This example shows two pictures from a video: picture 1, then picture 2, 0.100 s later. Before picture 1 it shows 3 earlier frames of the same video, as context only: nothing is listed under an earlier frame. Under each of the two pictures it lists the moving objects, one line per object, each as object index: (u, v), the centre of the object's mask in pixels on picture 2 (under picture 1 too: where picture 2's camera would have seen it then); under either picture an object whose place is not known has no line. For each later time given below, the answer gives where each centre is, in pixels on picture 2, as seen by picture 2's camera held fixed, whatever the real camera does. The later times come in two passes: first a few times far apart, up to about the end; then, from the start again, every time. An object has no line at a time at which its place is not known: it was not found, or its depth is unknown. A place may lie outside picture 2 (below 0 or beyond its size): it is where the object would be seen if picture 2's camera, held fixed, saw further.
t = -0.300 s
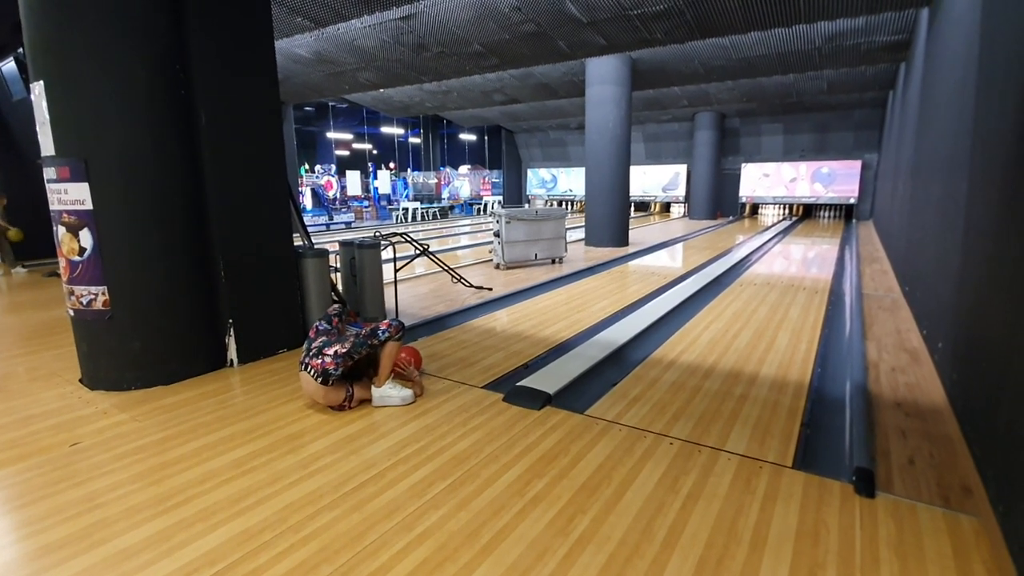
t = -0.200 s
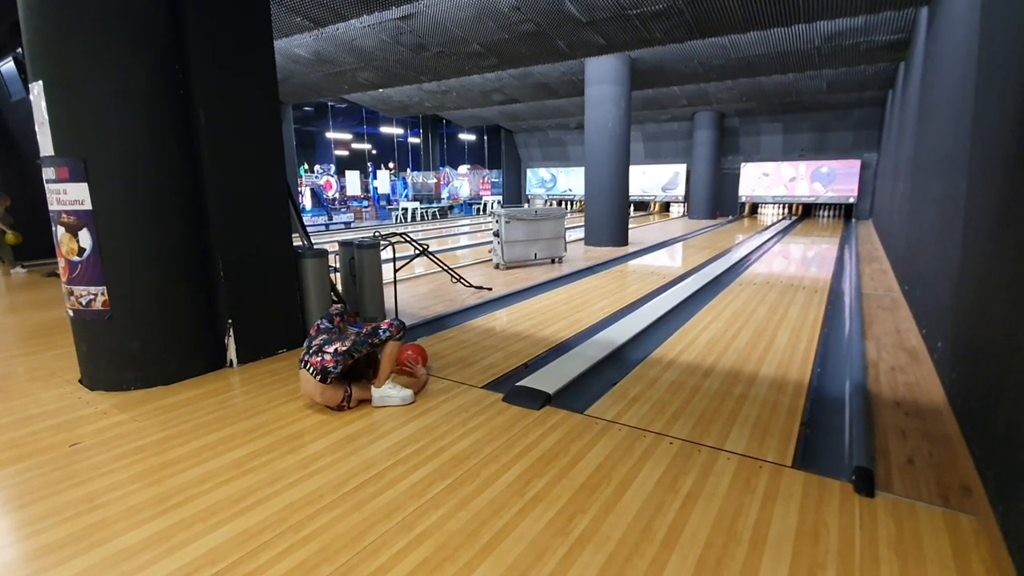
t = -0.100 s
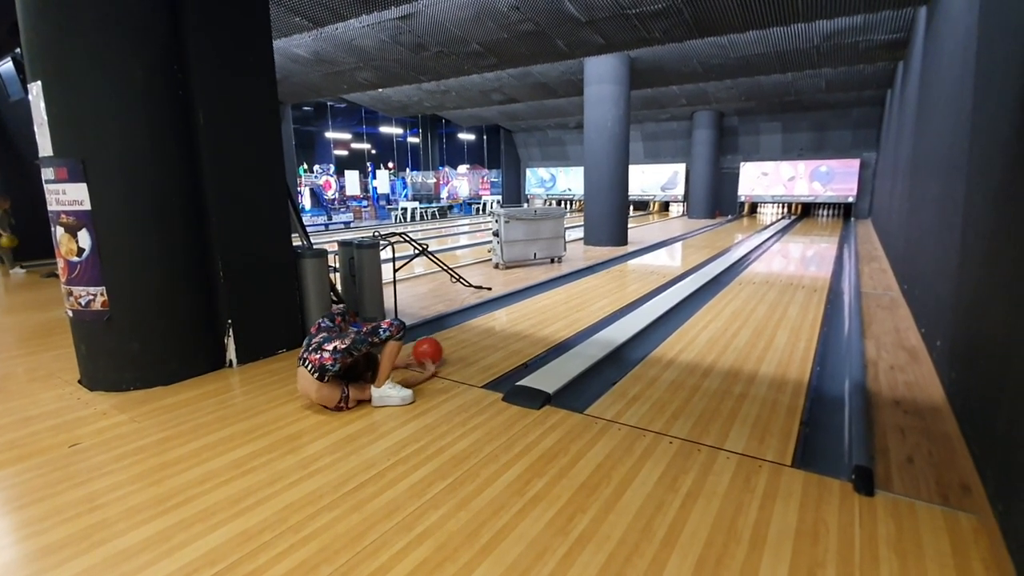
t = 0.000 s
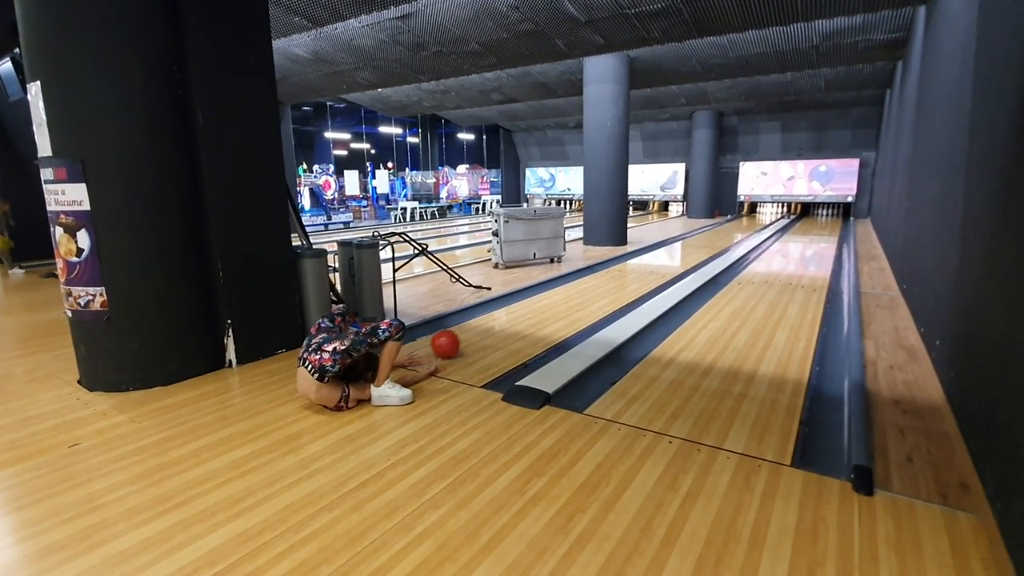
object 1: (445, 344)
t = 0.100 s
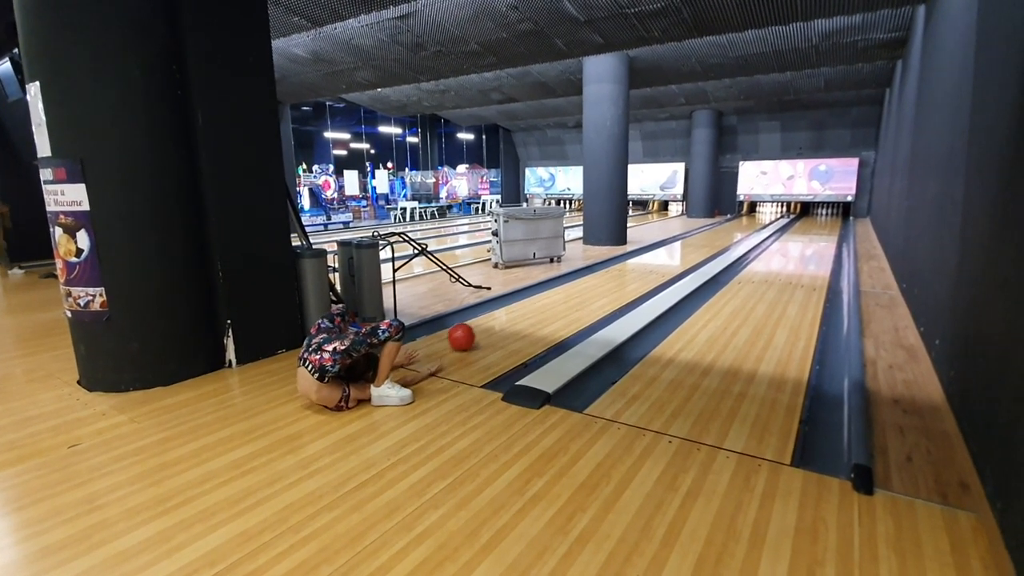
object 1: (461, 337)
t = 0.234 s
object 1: (480, 329)
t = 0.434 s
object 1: (505, 318)
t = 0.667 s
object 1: (528, 308)
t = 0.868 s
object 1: (545, 301)
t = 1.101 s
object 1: (561, 294)
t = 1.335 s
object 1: (575, 289)
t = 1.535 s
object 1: (585, 284)
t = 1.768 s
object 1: (596, 280)
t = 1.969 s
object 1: (605, 276)
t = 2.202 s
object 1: (614, 273)
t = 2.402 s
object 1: (622, 270)
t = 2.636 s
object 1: (630, 266)
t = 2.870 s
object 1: (638, 263)
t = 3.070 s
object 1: (644, 261)
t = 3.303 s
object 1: (650, 258)
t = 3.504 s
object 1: (656, 256)
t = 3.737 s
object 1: (662, 253)
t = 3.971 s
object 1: (667, 251)
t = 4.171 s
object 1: (672, 249)
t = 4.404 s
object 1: (676, 247)
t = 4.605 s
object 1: (681, 246)
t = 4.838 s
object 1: (685, 244)
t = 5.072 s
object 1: (689, 242)
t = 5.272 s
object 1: (692, 241)
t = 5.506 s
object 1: (697, 239)
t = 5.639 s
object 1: (699, 238)
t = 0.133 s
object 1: (466, 335)
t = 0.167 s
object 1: (471, 333)
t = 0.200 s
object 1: (475, 331)
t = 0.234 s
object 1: (480, 329)
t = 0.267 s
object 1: (485, 327)
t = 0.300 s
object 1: (488, 325)
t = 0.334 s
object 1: (493, 323)
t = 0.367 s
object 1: (497, 321)
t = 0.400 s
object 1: (501, 320)
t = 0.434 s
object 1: (505, 318)
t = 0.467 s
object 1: (508, 317)
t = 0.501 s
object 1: (512, 315)
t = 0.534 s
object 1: (515, 314)
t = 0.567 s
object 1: (519, 312)
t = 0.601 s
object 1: (522, 311)
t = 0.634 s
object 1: (525, 309)
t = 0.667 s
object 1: (528, 308)
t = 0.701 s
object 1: (531, 307)
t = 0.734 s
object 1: (534, 306)
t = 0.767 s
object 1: (537, 304)
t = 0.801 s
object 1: (539, 303)
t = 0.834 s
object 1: (542, 302)
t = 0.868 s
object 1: (545, 301)
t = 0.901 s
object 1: (547, 300)
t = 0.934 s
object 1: (550, 299)
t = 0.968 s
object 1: (552, 298)
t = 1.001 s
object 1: (555, 297)
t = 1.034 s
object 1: (557, 296)
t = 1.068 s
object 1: (559, 295)
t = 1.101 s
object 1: (561, 294)
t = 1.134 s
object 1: (564, 293)
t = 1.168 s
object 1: (565, 293)
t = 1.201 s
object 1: (567, 292)
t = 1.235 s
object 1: (569, 291)
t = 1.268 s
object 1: (571, 290)
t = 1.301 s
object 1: (573, 290)
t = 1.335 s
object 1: (575, 289)
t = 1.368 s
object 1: (577, 288)
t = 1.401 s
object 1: (579, 287)
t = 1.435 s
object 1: (580, 287)
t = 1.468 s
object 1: (582, 286)
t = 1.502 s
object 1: (584, 285)
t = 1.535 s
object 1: (585, 284)
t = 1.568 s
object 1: (587, 284)
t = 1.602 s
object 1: (588, 283)
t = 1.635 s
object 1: (590, 283)
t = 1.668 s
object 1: (591, 282)
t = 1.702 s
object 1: (593, 281)
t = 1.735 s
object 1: (595, 281)
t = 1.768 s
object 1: (596, 280)
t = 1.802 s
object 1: (598, 280)
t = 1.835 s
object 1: (599, 279)
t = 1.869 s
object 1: (601, 278)
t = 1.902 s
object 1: (602, 278)
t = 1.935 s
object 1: (604, 277)
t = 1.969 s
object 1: (605, 276)
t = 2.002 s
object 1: (606, 276)
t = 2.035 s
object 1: (608, 276)
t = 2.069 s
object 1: (609, 275)
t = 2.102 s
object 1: (610, 274)
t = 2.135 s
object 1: (611, 274)
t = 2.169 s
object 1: (613, 273)
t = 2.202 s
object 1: (614, 273)
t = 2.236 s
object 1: (615, 272)
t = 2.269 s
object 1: (617, 271)
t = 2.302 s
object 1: (618, 271)
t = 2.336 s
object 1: (619, 271)
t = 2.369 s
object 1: (621, 270)
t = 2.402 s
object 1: (622, 270)
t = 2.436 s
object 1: (623, 269)
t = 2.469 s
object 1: (624, 269)
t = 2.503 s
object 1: (625, 268)
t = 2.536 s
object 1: (626, 268)
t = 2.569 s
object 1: (628, 267)
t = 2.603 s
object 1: (629, 267)
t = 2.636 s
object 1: (630, 266)
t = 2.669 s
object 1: (631, 266)
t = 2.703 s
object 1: (632, 266)
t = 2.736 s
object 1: (633, 265)
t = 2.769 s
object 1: (634, 265)
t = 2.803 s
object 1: (635, 264)
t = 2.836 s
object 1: (637, 264)
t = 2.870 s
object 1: (638, 263)
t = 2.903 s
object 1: (639, 263)
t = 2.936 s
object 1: (640, 262)
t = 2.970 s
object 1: (641, 262)
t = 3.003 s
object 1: (642, 261)
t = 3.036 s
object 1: (643, 261)
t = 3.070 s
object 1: (644, 261)
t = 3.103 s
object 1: (644, 260)
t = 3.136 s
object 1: (645, 260)
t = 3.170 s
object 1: (646, 260)
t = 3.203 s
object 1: (647, 259)
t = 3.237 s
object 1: (648, 259)
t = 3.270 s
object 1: (649, 259)
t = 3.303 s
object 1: (650, 258)
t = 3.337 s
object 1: (651, 258)
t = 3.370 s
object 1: (652, 257)
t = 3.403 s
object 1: (653, 257)
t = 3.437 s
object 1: (654, 257)
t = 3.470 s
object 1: (655, 256)
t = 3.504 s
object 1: (656, 256)
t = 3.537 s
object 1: (657, 255)
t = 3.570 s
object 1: (657, 255)
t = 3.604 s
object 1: (658, 255)
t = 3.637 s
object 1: (659, 254)
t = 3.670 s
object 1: (660, 254)
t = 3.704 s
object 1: (661, 254)
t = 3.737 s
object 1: (662, 253)
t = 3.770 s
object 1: (662, 253)
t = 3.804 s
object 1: (663, 253)
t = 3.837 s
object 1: (664, 252)
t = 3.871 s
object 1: (665, 252)
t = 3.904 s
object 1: (666, 252)
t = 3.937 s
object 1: (666, 252)
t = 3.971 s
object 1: (667, 251)
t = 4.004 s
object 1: (668, 251)
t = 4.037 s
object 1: (669, 250)
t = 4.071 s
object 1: (669, 250)
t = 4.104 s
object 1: (670, 250)
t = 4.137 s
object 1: (671, 249)
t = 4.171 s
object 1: (672, 249)
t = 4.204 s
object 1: (672, 249)
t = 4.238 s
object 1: (673, 249)
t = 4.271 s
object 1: (674, 248)
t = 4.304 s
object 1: (675, 248)
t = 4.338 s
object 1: (675, 248)
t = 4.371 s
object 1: (676, 248)
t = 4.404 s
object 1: (676, 247)
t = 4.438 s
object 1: (677, 247)
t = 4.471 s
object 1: (678, 247)
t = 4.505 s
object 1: (679, 246)
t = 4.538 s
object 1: (679, 246)
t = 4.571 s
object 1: (680, 246)
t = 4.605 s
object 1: (681, 246)
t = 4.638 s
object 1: (681, 246)
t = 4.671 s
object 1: (682, 245)
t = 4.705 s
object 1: (683, 245)
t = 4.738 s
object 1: (683, 245)
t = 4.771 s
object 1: (684, 245)
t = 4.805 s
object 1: (684, 244)
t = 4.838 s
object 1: (685, 244)
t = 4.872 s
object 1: (686, 244)
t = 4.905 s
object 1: (686, 243)
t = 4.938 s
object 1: (687, 243)
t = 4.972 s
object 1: (688, 243)
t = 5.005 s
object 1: (688, 243)
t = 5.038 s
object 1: (689, 242)
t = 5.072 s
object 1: (689, 242)
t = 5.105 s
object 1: (690, 242)
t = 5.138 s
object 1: (691, 242)
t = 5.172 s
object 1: (691, 241)
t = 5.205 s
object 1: (692, 241)
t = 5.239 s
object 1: (692, 241)
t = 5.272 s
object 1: (692, 241)
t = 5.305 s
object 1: (693, 240)
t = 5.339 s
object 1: (693, 240)
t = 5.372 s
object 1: (694, 240)
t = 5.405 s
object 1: (695, 240)
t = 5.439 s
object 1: (696, 240)
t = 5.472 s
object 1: (696, 239)
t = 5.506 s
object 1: (697, 239)
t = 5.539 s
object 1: (697, 239)
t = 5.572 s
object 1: (698, 239)
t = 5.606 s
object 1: (698, 239)
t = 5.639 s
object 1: (699, 238)
